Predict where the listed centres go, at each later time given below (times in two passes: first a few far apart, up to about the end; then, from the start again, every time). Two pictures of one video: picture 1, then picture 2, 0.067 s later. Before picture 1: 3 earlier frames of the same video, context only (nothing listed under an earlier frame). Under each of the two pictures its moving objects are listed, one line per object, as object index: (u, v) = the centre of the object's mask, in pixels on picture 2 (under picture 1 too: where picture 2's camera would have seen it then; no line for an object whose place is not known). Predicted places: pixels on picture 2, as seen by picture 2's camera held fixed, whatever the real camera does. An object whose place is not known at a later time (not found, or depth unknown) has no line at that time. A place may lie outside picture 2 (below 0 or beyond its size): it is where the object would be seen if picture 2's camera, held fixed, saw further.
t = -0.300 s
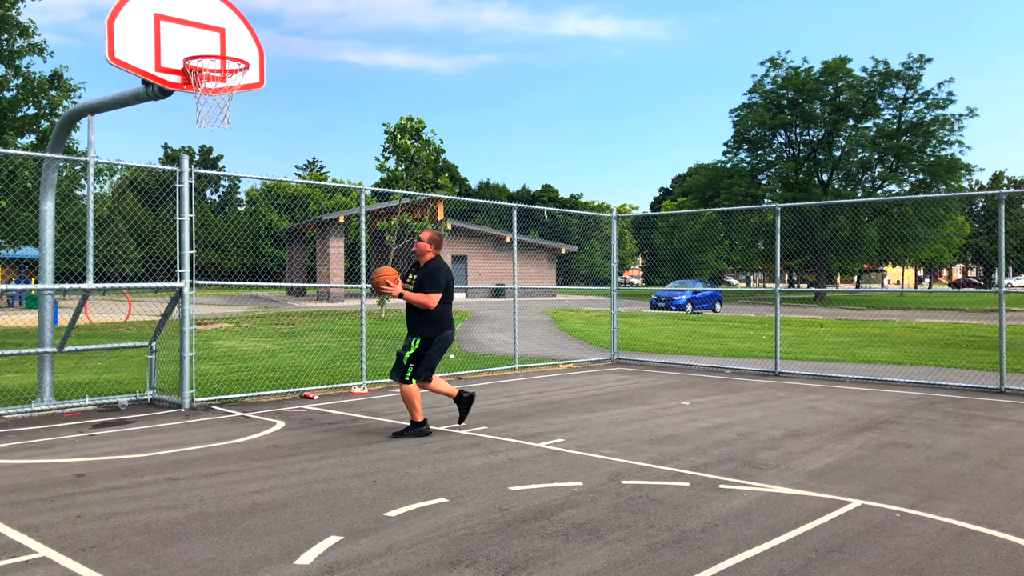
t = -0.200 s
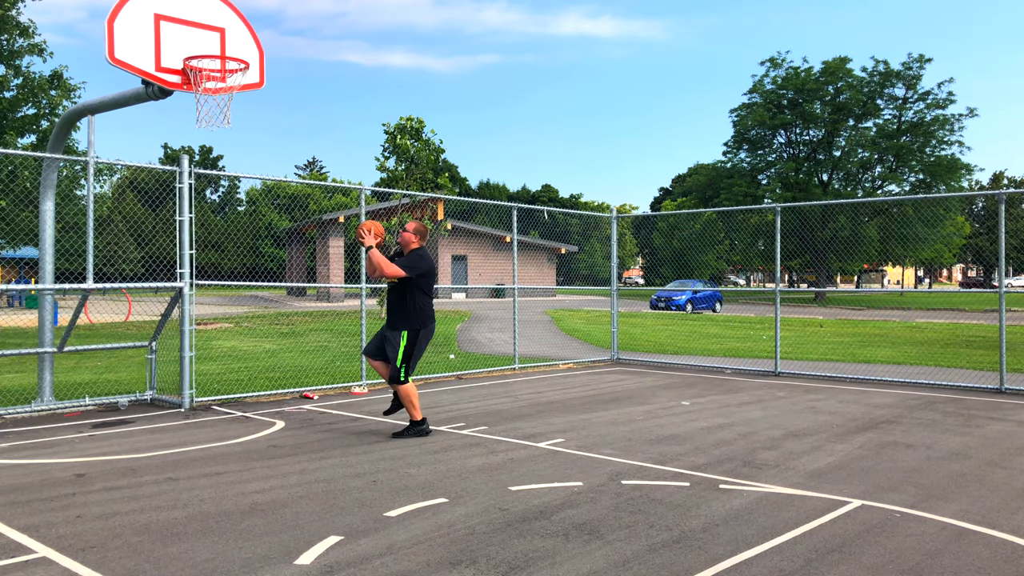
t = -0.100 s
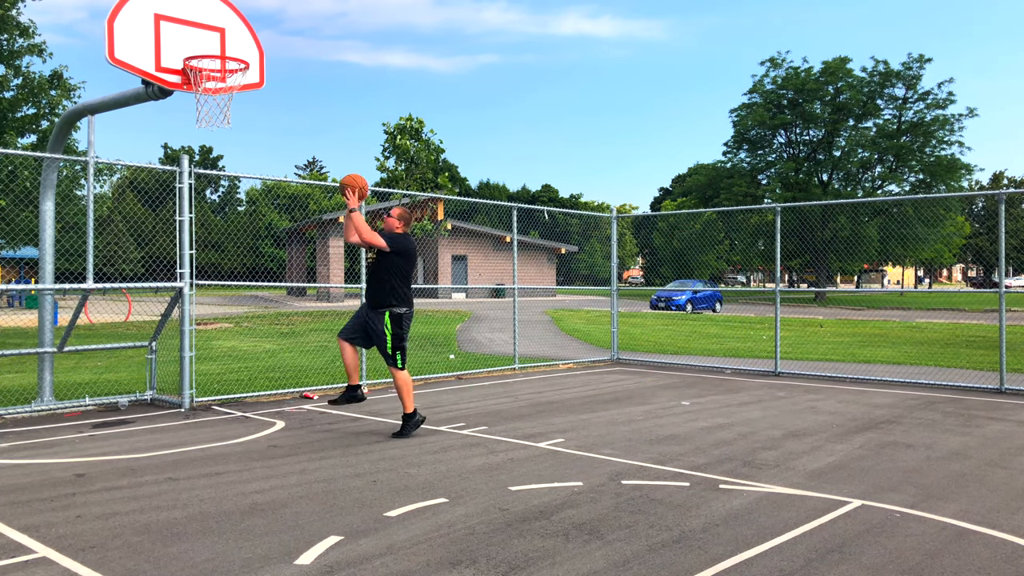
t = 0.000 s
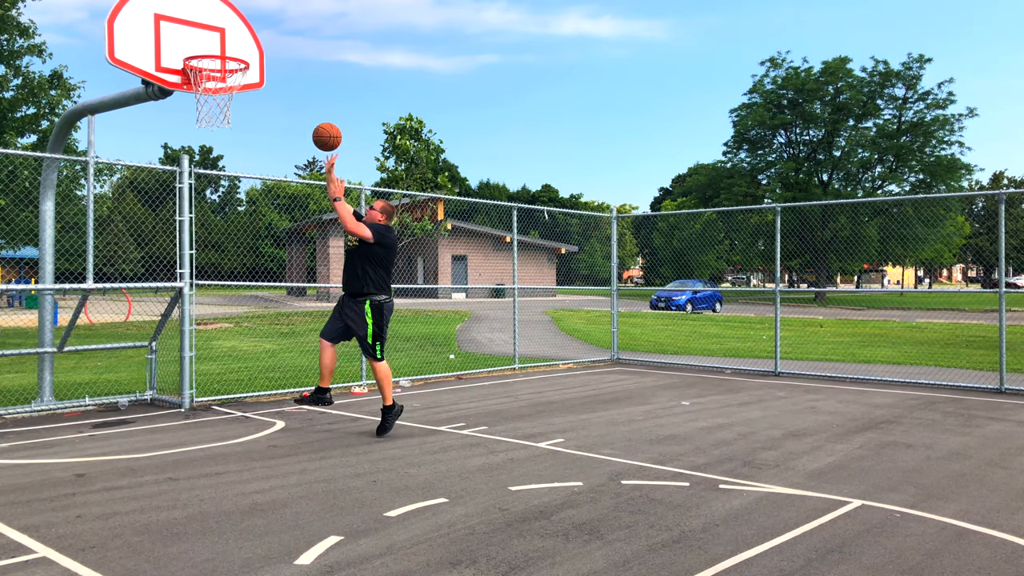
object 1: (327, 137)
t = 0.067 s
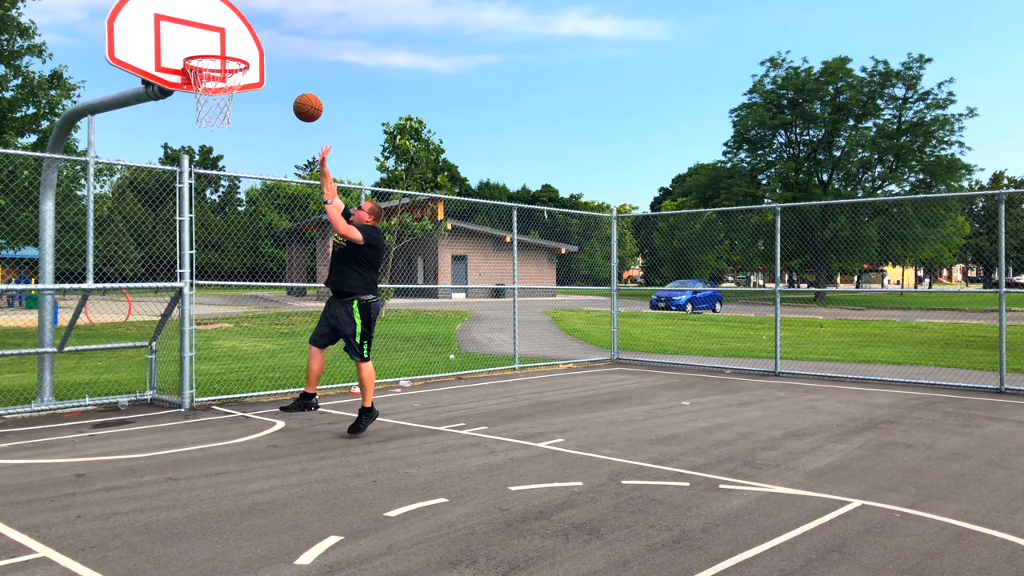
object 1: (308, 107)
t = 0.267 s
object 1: (251, 51)
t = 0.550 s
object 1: (237, 49)
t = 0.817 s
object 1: (200, 87)
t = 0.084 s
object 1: (303, 101)
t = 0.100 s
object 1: (298, 95)
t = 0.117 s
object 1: (293, 89)
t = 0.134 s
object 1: (289, 83)
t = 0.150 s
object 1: (284, 78)
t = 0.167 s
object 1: (279, 73)
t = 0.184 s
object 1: (275, 69)
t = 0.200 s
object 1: (270, 65)
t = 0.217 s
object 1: (265, 61)
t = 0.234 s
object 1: (260, 57)
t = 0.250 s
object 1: (256, 54)
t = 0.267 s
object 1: (251, 51)
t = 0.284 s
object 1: (246, 48)
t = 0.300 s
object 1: (241, 46)
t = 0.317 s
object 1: (240, 45)
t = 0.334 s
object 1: (240, 43)
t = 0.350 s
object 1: (240, 42)
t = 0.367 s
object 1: (240, 42)
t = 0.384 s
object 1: (240, 41)
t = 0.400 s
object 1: (240, 41)
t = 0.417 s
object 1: (240, 41)
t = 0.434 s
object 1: (239, 41)
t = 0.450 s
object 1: (239, 42)
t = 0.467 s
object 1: (238, 43)
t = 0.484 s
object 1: (238, 44)
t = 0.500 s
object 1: (238, 45)
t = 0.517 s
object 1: (238, 46)
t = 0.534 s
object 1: (238, 48)
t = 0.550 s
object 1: (237, 49)
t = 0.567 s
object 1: (235, 49)
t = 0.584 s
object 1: (233, 49)
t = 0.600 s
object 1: (230, 49)
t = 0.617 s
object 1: (228, 49)
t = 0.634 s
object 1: (225, 49)
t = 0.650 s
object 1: (223, 49)
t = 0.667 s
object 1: (220, 59)
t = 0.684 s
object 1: (218, 60)
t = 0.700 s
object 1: (215, 63)
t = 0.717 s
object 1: (213, 66)
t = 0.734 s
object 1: (210, 69)
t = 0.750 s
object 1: (208, 73)
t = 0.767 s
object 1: (206, 76)
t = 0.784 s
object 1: (204, 79)
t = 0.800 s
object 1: (201, 83)
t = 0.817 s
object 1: (200, 87)
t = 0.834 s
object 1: (199, 90)
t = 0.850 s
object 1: (198, 90)
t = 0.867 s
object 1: (198, 94)
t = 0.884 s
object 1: (197, 97)
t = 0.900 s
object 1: (197, 98)
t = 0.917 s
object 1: (197, 101)
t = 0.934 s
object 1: (197, 103)
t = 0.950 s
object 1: (197, 106)
